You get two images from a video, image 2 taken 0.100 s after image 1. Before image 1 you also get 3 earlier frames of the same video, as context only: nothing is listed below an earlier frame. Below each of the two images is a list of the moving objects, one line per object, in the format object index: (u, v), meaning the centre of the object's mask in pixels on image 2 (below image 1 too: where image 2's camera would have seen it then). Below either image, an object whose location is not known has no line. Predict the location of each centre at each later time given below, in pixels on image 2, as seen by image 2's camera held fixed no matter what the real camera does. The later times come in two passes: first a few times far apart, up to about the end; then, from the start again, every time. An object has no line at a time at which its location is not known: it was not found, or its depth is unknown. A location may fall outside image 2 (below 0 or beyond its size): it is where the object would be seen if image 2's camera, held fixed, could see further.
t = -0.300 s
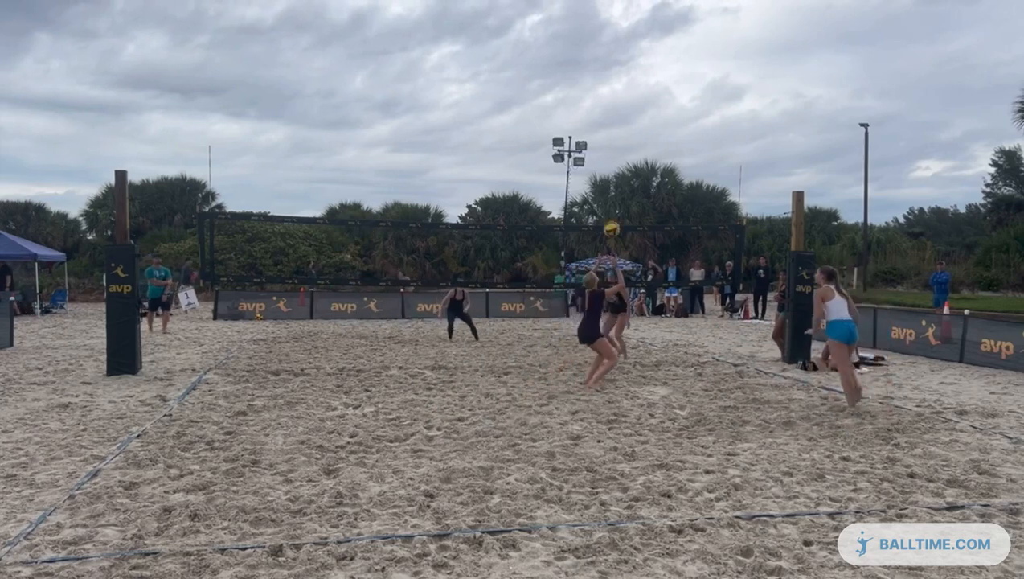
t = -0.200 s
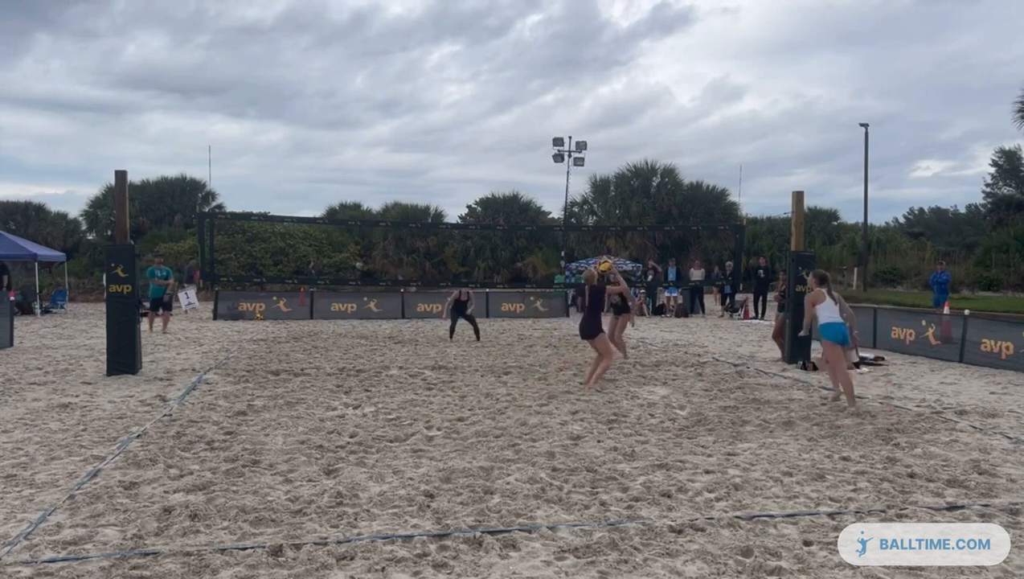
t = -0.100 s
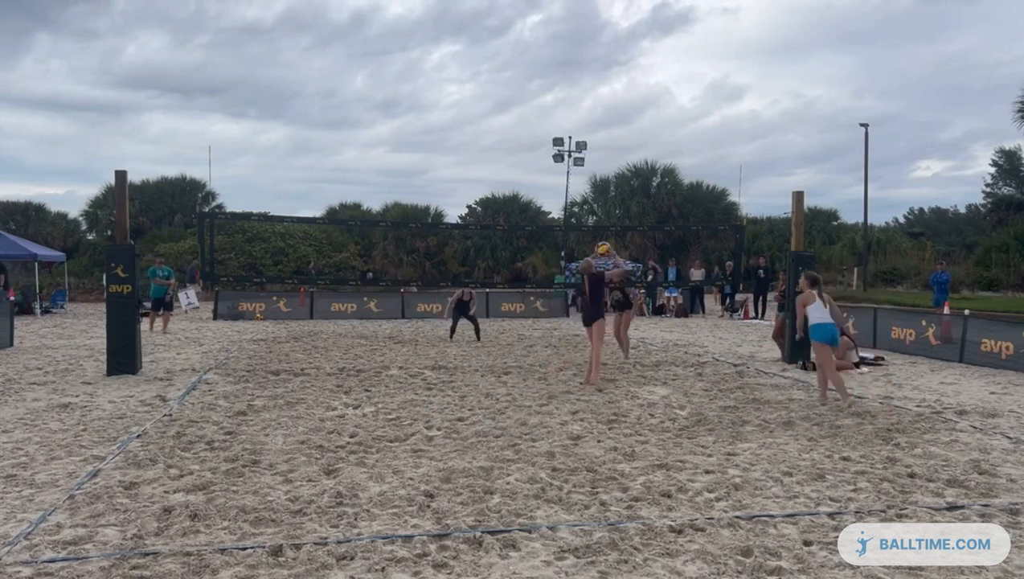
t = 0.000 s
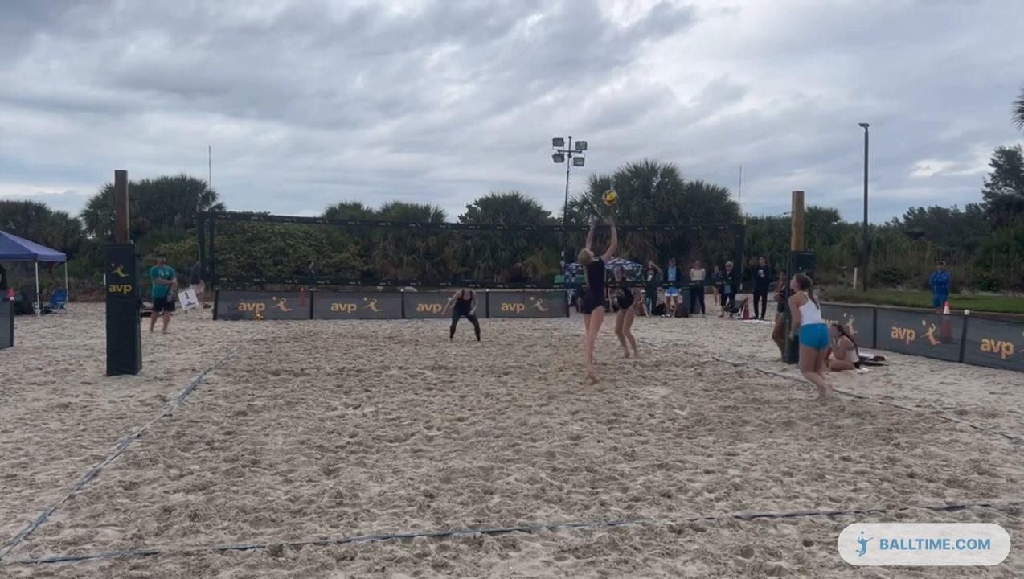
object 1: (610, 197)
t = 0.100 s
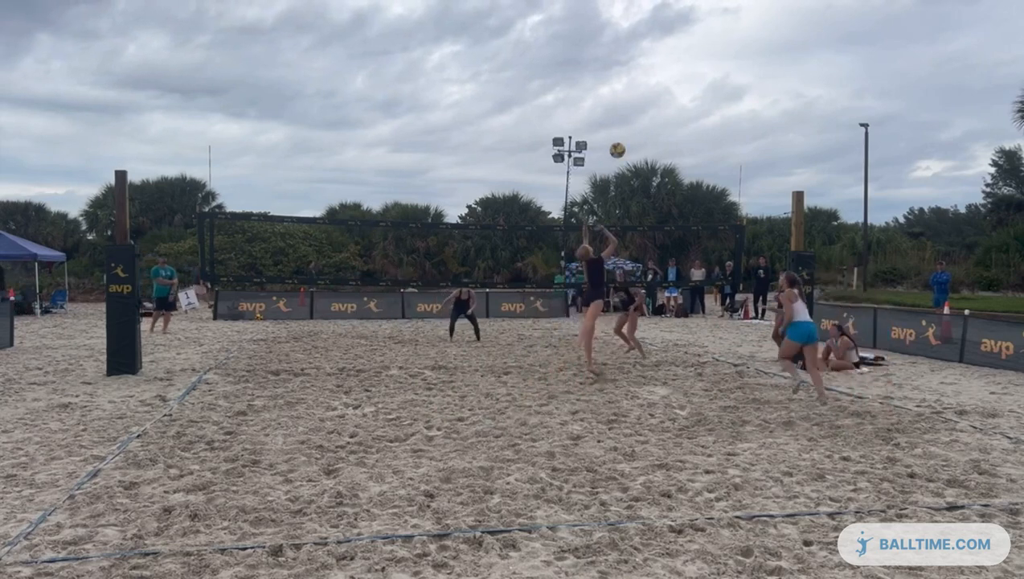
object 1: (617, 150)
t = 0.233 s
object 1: (626, 100)
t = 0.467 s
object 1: (638, 46)
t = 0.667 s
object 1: (648, 32)
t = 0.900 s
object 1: (659, 51)
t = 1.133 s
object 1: (667, 103)
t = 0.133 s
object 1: (619, 136)
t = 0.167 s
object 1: (622, 123)
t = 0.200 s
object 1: (624, 111)
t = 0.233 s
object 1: (626, 100)
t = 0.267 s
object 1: (627, 90)
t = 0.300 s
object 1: (629, 80)
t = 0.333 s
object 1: (631, 72)
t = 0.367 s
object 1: (633, 64)
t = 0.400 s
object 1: (635, 57)
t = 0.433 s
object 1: (637, 51)
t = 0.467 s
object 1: (638, 46)
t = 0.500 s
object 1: (640, 42)
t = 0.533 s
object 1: (642, 38)
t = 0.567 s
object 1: (644, 36)
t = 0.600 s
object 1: (645, 34)
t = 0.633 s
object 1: (647, 33)
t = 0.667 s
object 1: (648, 32)
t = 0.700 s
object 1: (650, 33)
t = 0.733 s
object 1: (652, 34)
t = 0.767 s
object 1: (653, 36)
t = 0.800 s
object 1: (654, 39)
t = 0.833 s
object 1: (656, 42)
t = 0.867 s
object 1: (657, 46)
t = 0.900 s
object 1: (659, 51)
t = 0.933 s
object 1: (660, 56)
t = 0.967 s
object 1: (661, 62)
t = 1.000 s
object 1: (662, 69)
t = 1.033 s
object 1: (663, 77)
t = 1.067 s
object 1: (665, 85)
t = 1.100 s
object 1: (666, 94)
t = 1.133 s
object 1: (667, 103)
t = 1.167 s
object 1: (668, 113)
